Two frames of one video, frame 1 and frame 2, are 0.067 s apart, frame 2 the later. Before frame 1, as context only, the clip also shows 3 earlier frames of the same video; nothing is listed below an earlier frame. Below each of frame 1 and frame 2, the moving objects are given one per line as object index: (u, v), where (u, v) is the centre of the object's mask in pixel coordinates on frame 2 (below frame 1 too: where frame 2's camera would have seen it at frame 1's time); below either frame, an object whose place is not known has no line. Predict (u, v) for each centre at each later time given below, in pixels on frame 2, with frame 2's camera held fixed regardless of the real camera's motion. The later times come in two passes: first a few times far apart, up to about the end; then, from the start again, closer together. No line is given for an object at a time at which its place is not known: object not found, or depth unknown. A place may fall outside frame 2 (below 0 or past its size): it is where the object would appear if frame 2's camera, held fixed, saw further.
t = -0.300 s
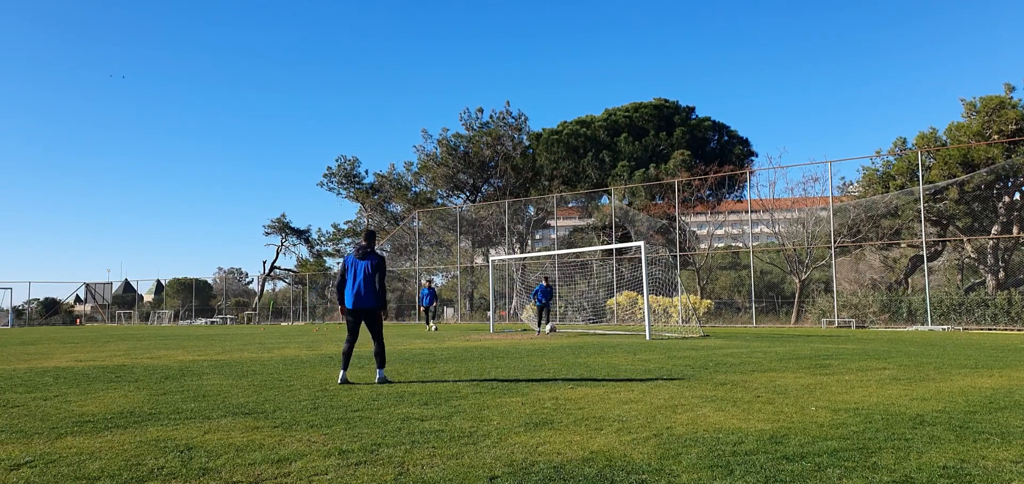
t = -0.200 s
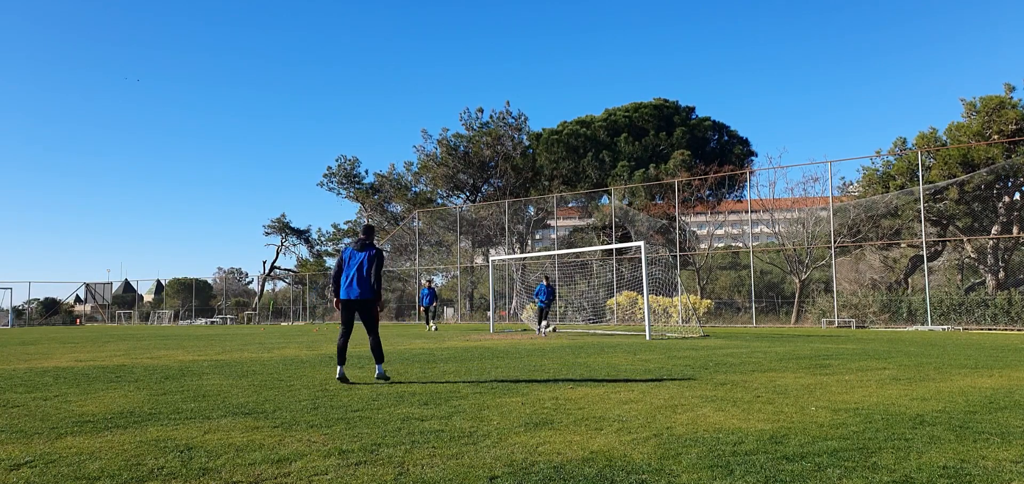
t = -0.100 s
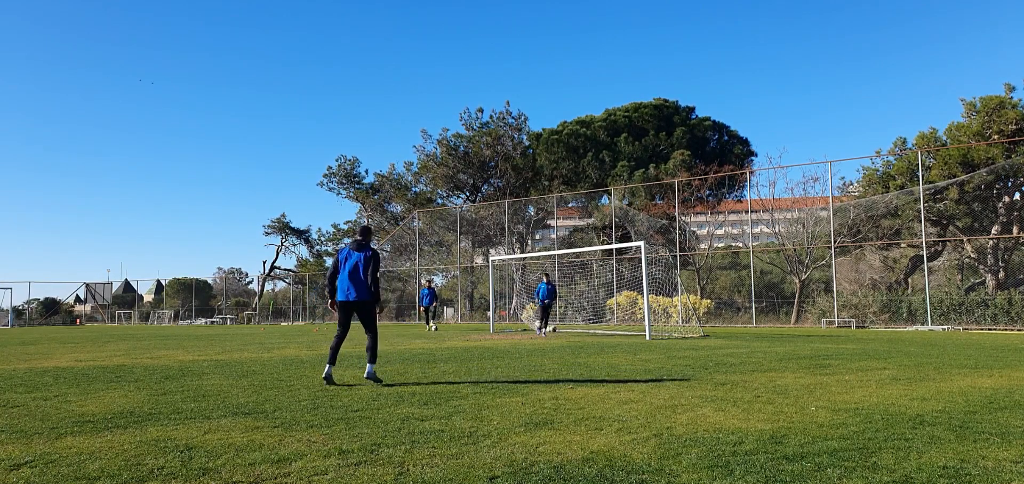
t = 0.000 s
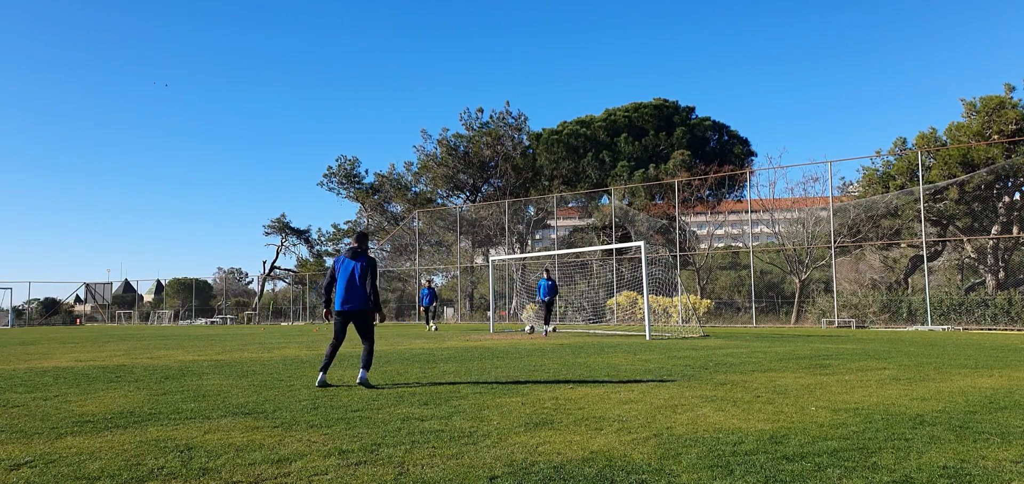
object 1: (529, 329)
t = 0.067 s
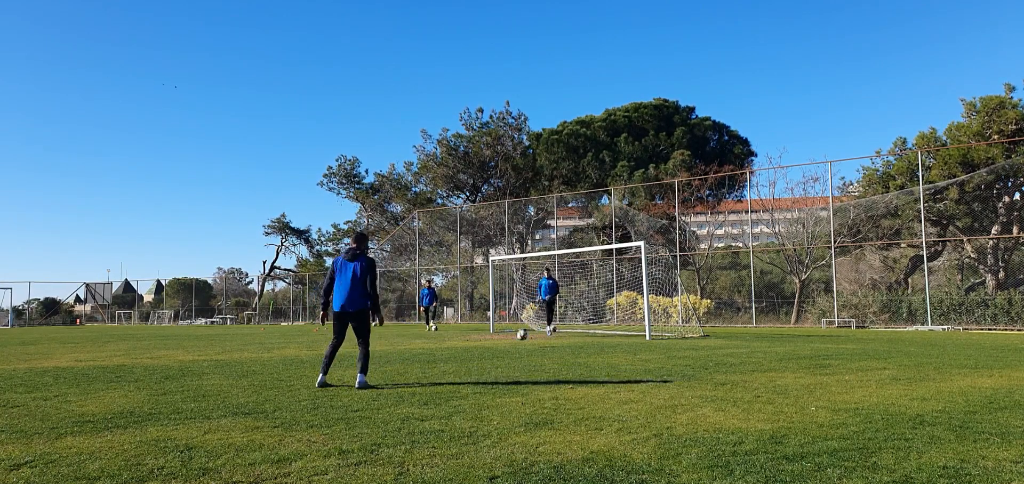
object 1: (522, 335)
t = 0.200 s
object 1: (503, 344)
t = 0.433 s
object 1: (461, 356)
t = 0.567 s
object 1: (436, 356)
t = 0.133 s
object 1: (513, 343)
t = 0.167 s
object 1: (508, 345)
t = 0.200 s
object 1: (503, 344)
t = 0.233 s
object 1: (498, 344)
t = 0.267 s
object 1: (493, 344)
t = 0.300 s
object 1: (487, 345)
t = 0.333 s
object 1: (481, 346)
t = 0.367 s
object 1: (475, 349)
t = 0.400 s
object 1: (469, 352)
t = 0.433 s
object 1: (461, 356)
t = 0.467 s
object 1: (455, 357)
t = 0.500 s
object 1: (449, 355)
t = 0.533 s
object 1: (443, 355)
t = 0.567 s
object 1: (436, 356)
